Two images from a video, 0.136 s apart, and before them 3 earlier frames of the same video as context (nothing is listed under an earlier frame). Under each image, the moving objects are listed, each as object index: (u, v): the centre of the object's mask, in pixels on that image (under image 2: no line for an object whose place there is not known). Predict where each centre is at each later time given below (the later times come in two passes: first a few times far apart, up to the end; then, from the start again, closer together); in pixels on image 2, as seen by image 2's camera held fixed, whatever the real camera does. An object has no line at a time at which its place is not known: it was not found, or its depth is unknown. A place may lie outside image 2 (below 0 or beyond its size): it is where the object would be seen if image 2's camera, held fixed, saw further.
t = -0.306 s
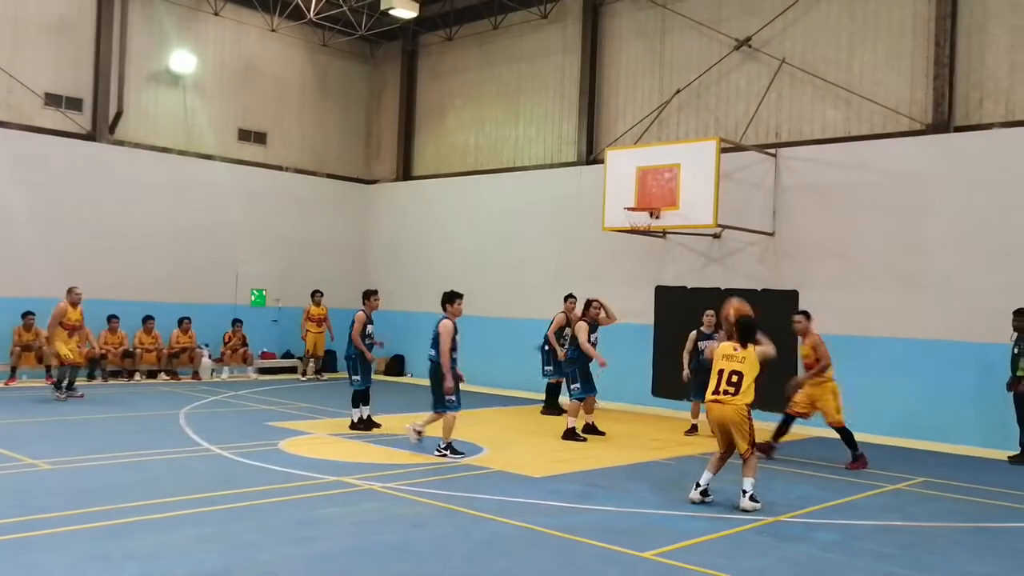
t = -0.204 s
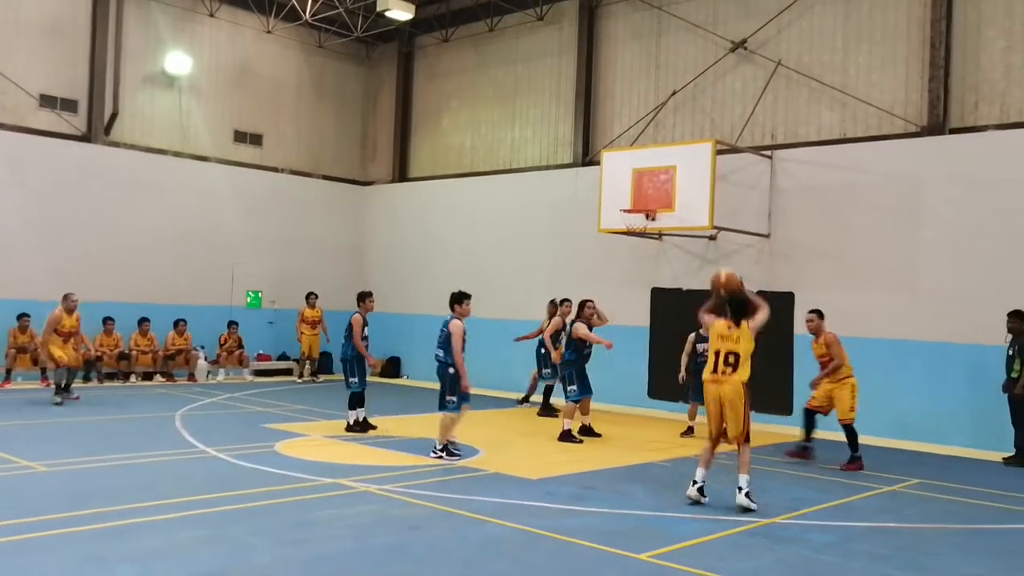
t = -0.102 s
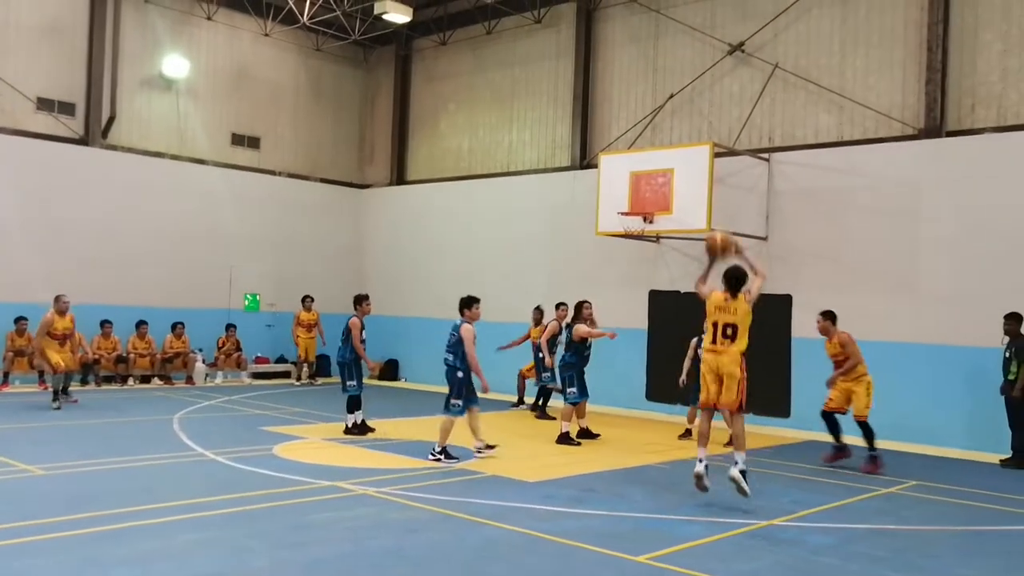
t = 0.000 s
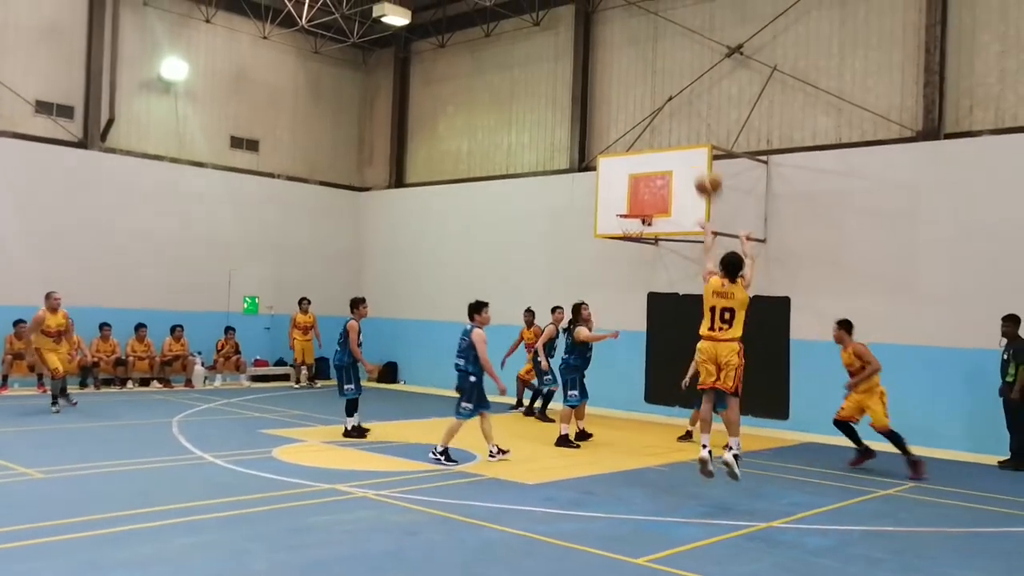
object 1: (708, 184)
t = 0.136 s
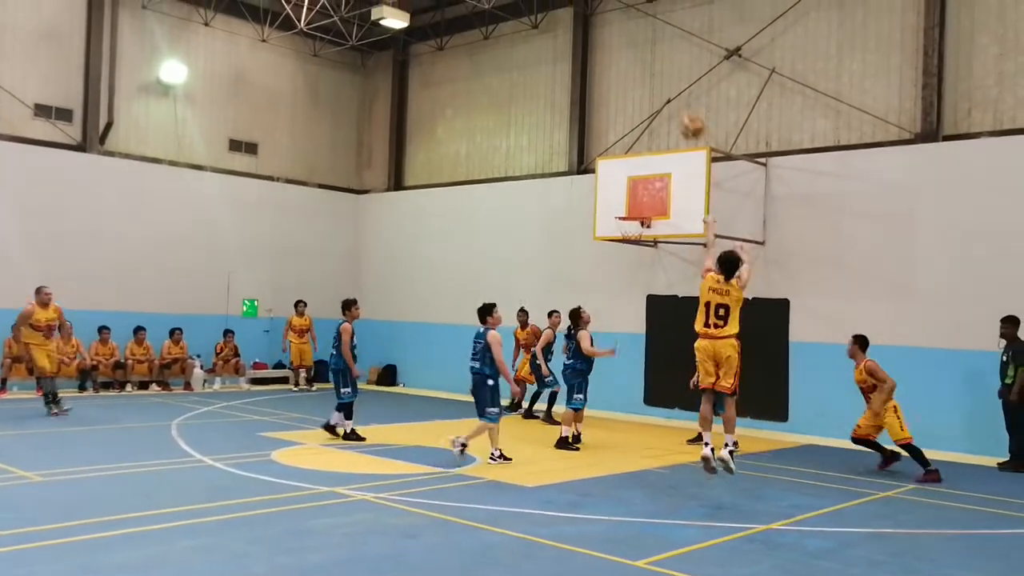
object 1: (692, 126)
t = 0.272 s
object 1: (678, 91)
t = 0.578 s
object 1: (651, 83)
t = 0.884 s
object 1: (628, 145)
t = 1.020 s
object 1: (619, 188)
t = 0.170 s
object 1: (689, 115)
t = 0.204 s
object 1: (685, 106)
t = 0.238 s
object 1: (681, 99)
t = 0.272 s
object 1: (678, 91)
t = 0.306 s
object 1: (675, 86)
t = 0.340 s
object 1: (672, 82)
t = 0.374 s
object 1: (668, 78)
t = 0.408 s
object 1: (665, 77)
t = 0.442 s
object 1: (662, 76)
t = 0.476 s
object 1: (659, 77)
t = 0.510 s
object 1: (656, 78)
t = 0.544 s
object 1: (654, 80)
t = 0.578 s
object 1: (651, 83)
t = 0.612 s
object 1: (647, 87)
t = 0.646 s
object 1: (645, 91)
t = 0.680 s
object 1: (643, 97)
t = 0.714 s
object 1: (640, 104)
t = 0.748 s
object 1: (638, 111)
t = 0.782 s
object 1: (635, 118)
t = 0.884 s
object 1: (628, 145)
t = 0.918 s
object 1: (625, 154)
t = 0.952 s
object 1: (623, 166)
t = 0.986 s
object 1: (621, 176)
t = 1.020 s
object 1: (619, 188)
